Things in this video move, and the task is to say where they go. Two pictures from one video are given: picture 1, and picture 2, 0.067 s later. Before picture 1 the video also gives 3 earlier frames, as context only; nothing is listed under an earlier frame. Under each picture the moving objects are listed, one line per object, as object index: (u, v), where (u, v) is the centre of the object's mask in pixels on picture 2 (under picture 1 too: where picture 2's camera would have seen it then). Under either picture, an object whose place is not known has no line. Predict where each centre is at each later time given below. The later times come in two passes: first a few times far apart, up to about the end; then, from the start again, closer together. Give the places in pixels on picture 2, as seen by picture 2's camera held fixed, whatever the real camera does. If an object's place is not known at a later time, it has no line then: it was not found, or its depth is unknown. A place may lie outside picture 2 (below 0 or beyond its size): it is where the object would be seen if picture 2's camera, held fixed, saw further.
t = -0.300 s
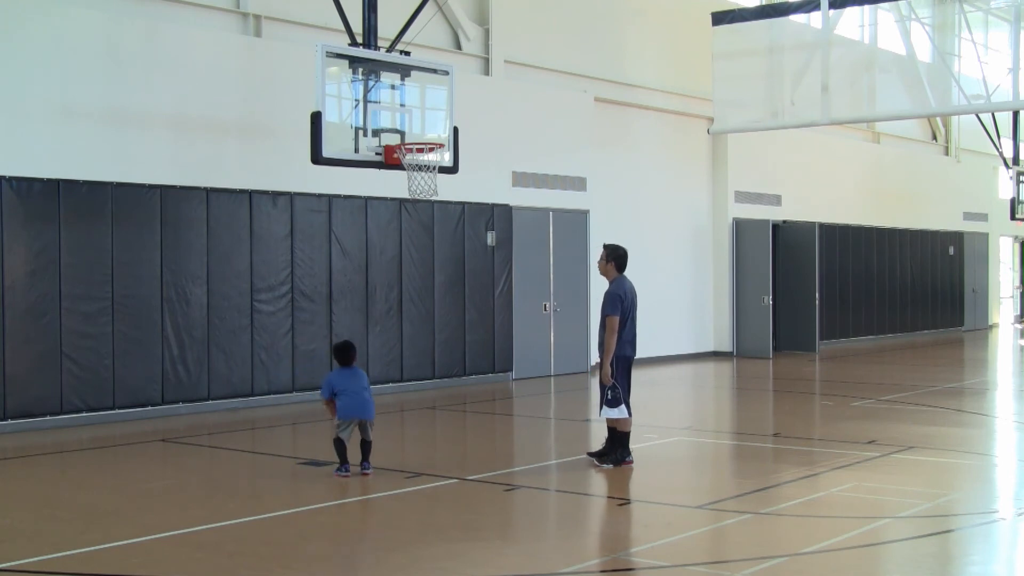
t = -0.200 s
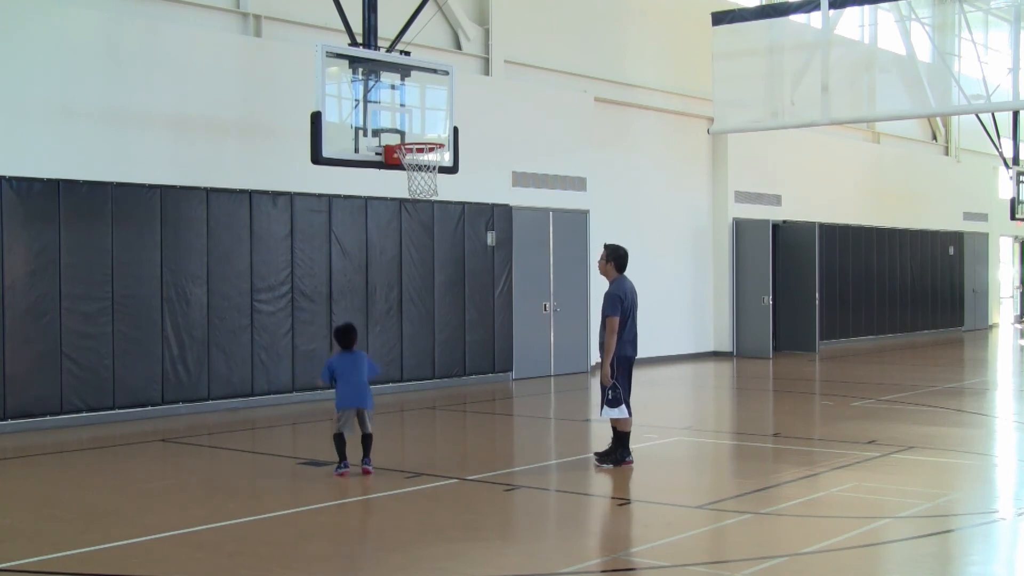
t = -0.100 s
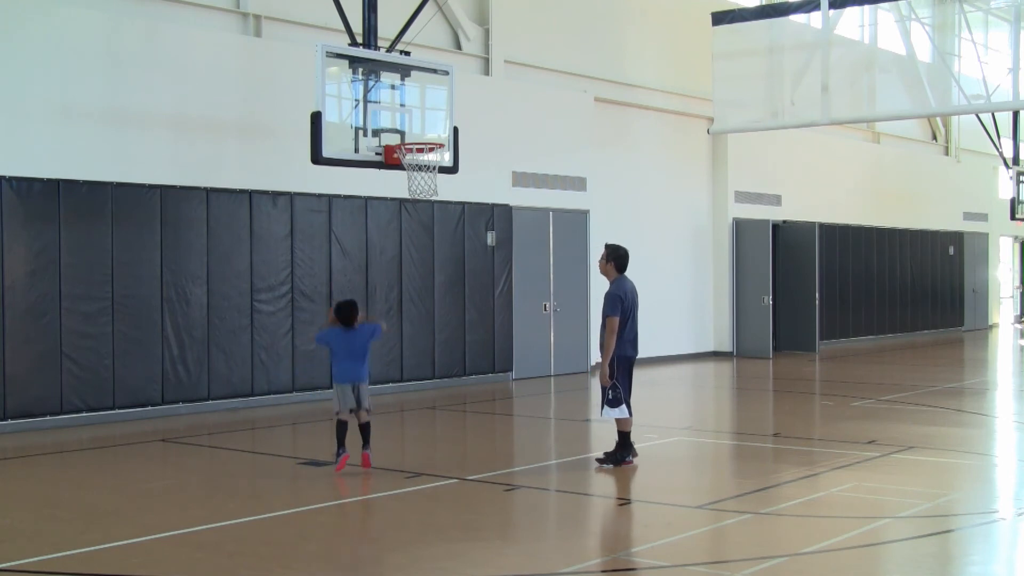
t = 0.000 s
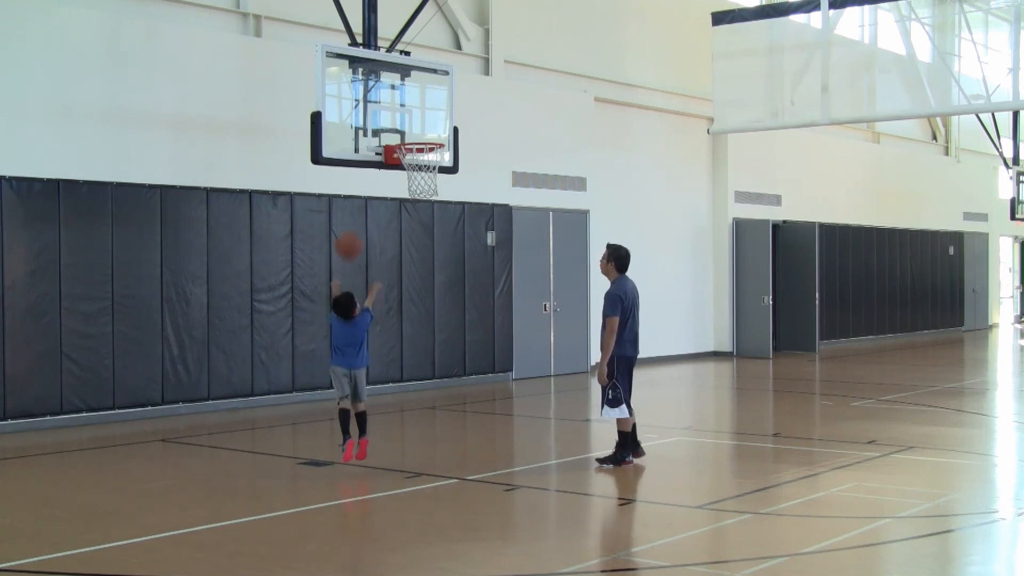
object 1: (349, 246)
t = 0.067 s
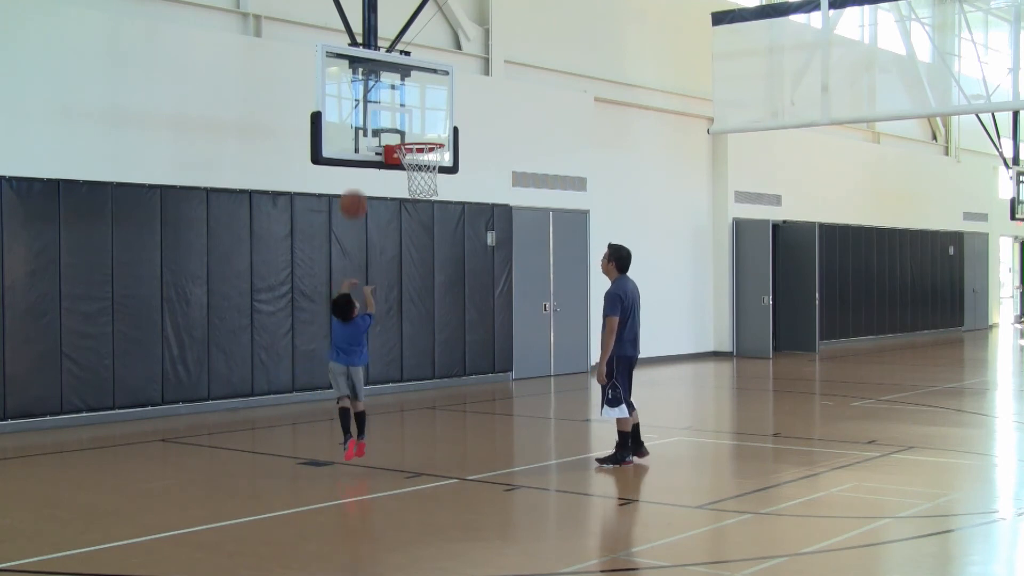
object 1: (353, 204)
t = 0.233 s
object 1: (363, 130)
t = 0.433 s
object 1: (373, 88)
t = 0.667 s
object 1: (385, 94)
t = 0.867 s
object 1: (426, 132)
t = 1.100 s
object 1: (405, 159)
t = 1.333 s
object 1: (415, 176)
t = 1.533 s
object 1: (431, 202)
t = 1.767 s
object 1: (446, 276)
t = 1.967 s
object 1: (459, 388)
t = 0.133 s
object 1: (357, 169)
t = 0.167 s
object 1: (359, 156)
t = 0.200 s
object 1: (361, 141)
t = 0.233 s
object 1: (363, 130)
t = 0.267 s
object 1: (365, 119)
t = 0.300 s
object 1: (366, 110)
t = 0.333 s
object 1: (368, 103)
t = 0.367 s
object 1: (370, 97)
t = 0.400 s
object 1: (372, 91)
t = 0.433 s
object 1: (373, 88)
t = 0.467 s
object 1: (375, 85)
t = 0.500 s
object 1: (377, 84)
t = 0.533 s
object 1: (378, 84)
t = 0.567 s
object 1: (379, 84)
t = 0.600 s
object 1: (381, 87)
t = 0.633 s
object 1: (383, 90)
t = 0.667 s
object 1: (385, 94)
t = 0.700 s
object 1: (392, 98)
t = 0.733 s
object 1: (399, 103)
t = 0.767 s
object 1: (405, 108)
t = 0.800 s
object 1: (412, 115)
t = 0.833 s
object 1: (419, 123)
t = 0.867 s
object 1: (426, 132)
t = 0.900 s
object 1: (432, 141)
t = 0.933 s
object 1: (426, 143)
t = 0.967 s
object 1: (420, 145)
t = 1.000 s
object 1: (415, 148)
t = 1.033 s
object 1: (412, 151)
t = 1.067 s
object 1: (410, 155)
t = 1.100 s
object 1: (405, 159)
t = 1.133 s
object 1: (404, 161)
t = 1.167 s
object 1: (404, 163)
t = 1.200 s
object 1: (406, 166)
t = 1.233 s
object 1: (408, 168)
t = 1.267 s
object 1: (410, 170)
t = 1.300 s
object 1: (413, 173)
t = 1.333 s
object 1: (415, 176)
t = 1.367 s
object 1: (419, 179)
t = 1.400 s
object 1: (421, 181)
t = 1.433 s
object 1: (423, 185)
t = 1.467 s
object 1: (426, 190)
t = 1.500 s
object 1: (428, 196)
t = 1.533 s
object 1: (431, 202)
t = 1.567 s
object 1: (432, 208)
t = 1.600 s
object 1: (435, 216)
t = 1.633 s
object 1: (437, 225)
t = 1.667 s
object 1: (439, 236)
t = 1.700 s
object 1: (441, 248)
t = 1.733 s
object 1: (444, 261)
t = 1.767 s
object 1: (446, 276)
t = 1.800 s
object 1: (448, 291)
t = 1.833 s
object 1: (451, 308)
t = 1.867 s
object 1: (453, 327)
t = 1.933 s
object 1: (457, 365)
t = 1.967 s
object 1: (459, 388)
